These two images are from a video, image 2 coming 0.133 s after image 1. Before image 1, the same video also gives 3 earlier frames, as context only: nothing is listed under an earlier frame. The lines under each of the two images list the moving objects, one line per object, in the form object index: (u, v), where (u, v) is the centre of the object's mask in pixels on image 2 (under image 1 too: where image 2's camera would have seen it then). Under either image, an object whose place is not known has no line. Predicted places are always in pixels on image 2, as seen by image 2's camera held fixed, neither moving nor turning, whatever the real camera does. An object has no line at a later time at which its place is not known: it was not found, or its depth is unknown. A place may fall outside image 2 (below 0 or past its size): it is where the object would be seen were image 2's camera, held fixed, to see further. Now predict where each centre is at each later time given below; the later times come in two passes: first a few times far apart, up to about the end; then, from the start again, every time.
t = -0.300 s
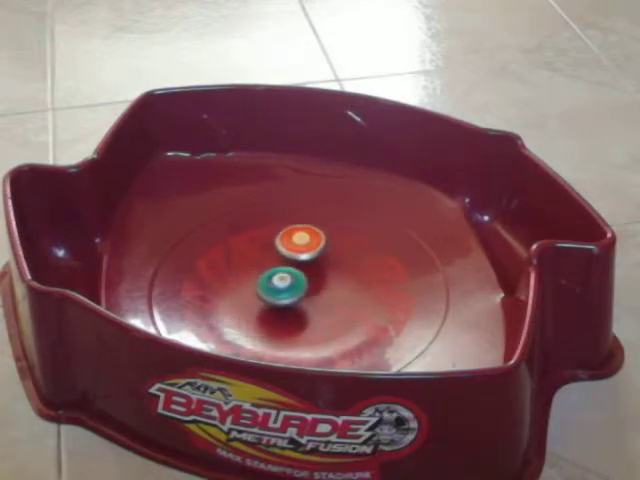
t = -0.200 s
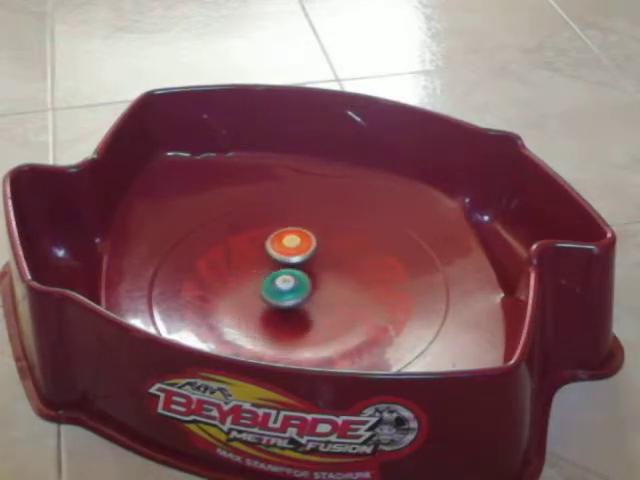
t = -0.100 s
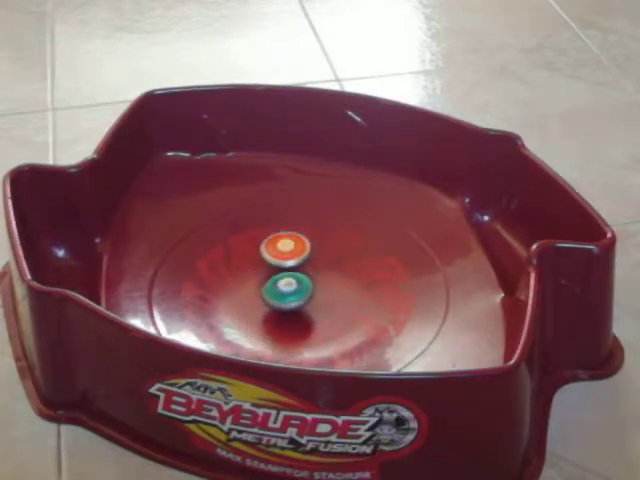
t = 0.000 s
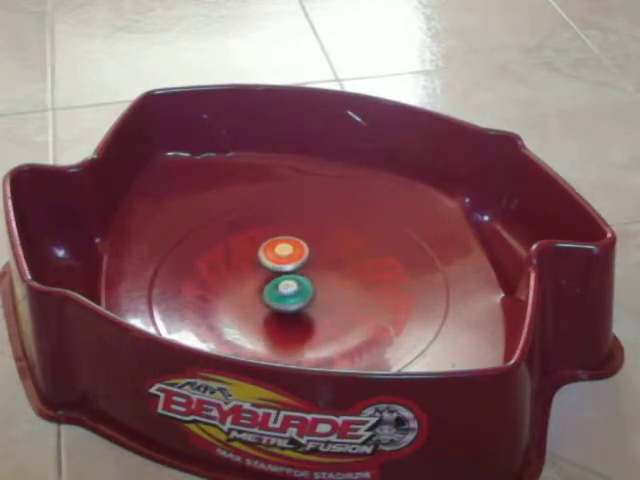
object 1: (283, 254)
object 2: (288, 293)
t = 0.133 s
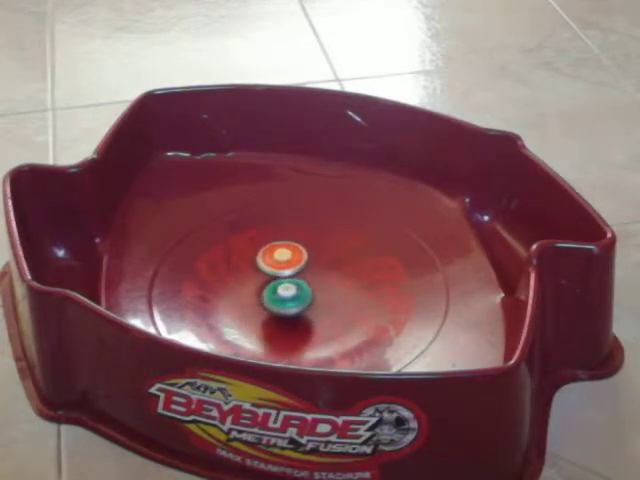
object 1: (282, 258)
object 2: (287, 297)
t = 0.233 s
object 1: (281, 257)
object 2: (282, 300)
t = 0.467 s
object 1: (278, 256)
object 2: (274, 302)
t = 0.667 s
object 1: (278, 256)
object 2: (270, 299)
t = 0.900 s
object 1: (282, 253)
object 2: (272, 295)
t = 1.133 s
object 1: (288, 249)
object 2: (278, 296)
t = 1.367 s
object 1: (293, 249)
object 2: (282, 296)
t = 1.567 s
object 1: (302, 253)
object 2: (284, 297)
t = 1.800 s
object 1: (314, 258)
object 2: (287, 298)
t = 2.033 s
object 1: (324, 266)
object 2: (290, 297)
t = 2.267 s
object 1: (344, 265)
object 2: (279, 298)
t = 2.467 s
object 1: (355, 266)
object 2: (276, 295)
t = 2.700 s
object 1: (354, 266)
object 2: (280, 288)
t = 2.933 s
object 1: (350, 272)
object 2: (292, 287)
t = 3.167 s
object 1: (350, 277)
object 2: (295, 291)
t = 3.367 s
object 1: (350, 279)
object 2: (290, 292)
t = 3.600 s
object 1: (345, 280)
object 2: (288, 291)
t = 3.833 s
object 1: (351, 279)
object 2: (281, 287)
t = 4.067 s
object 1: (367, 273)
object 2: (283, 285)
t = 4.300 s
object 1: (358, 261)
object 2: (287, 285)
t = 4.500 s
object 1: (343, 262)
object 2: (291, 286)
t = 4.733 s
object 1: (340, 263)
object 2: (288, 287)
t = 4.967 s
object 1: (339, 261)
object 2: (283, 284)
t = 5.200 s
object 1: (337, 258)
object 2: (290, 281)
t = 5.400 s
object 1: (335, 252)
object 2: (291, 281)
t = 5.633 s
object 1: (323, 249)
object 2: (288, 283)
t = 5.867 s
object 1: (320, 245)
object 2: (280, 281)
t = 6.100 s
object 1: (308, 247)
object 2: (282, 281)
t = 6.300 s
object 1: (314, 246)
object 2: (269, 284)
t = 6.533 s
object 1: (319, 256)
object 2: (270, 277)
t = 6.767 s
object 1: (323, 268)
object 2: (276, 263)
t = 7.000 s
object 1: (321, 281)
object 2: (260, 257)
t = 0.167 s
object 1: (282, 259)
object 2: (286, 298)
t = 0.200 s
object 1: (282, 259)
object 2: (284, 299)
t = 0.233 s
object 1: (281, 257)
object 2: (282, 300)
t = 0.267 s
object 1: (280, 257)
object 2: (281, 301)
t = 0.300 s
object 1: (280, 257)
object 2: (280, 301)
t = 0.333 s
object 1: (280, 256)
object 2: (279, 302)
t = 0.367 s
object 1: (279, 256)
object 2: (277, 303)
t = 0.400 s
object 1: (279, 256)
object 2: (276, 302)
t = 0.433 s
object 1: (279, 256)
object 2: (275, 303)
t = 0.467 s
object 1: (278, 256)
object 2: (274, 302)
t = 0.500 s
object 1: (278, 256)
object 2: (273, 302)
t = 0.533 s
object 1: (278, 256)
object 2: (272, 302)
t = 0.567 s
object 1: (278, 256)
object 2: (271, 301)
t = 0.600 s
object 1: (278, 256)
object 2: (271, 300)
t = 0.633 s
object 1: (278, 256)
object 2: (270, 300)
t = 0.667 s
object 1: (278, 256)
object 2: (270, 299)
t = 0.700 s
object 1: (278, 256)
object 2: (270, 298)
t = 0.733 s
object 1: (278, 256)
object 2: (270, 297)
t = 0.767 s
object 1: (278, 256)
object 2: (270, 295)
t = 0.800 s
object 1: (279, 256)
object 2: (271, 295)
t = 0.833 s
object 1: (279, 256)
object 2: (272, 294)
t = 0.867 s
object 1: (280, 254)
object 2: (272, 295)
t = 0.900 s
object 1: (282, 253)
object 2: (272, 295)
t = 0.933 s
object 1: (283, 253)
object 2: (273, 294)
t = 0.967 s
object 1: (284, 252)
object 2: (274, 295)
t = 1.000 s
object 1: (285, 251)
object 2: (274, 295)
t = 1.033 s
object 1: (286, 250)
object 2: (274, 295)
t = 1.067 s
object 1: (287, 250)
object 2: (276, 294)
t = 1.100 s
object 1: (287, 249)
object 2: (278, 296)
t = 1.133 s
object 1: (288, 249)
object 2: (278, 296)
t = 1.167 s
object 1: (288, 249)
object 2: (279, 295)
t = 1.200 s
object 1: (289, 249)
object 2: (280, 296)
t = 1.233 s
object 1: (290, 249)
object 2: (280, 296)
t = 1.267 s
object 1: (291, 249)
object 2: (281, 296)
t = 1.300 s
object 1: (292, 249)
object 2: (282, 296)
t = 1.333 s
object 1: (292, 249)
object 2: (281, 297)
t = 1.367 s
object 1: (293, 249)
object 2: (282, 296)
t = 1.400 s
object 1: (295, 250)
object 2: (283, 297)
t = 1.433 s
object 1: (296, 250)
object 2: (283, 297)
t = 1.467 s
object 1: (297, 251)
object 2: (283, 297)
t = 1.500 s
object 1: (299, 251)
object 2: (284, 298)
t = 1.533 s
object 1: (300, 252)
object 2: (284, 298)
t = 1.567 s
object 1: (302, 253)
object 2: (284, 297)
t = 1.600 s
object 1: (304, 253)
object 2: (285, 298)
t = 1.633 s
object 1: (306, 254)
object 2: (285, 298)
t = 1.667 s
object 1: (307, 255)
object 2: (286, 298)
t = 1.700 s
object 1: (309, 256)
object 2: (286, 298)
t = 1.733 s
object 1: (311, 257)
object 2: (286, 298)
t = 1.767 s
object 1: (312, 257)
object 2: (287, 297)
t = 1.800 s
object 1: (314, 258)
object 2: (287, 298)
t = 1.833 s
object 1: (316, 259)
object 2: (287, 297)
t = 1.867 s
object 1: (317, 260)
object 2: (288, 297)
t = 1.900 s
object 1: (319, 261)
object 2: (289, 297)
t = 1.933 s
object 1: (320, 262)
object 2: (289, 297)
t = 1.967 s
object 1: (321, 263)
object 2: (289, 296)
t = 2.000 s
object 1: (323, 265)
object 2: (290, 297)
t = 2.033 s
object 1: (324, 266)
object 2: (290, 297)
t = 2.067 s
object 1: (328, 265)
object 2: (288, 297)
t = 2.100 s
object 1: (332, 264)
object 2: (285, 298)
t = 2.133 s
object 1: (335, 264)
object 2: (284, 297)
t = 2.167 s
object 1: (337, 264)
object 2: (284, 298)
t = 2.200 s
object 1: (340, 265)
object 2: (283, 299)
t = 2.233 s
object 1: (342, 265)
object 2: (280, 299)
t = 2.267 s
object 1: (344, 265)
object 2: (279, 298)
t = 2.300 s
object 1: (347, 265)
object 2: (279, 297)
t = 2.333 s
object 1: (349, 266)
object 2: (278, 298)
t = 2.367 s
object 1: (351, 266)
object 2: (277, 298)
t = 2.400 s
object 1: (353, 266)
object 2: (276, 296)
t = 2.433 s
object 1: (354, 266)
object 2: (276, 295)
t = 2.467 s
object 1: (355, 266)
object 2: (276, 295)
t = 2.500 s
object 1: (356, 266)
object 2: (276, 294)
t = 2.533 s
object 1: (356, 266)
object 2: (276, 293)
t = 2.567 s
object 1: (356, 265)
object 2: (276, 292)
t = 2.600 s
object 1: (356, 265)
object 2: (276, 291)
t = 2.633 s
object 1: (356, 265)
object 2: (278, 290)
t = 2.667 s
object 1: (355, 265)
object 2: (278, 290)
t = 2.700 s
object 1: (354, 266)
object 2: (280, 288)
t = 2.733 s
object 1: (354, 266)
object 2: (281, 288)
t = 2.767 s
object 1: (353, 267)
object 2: (283, 288)
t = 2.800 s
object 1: (352, 267)
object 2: (284, 287)
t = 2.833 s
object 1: (352, 269)
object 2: (286, 287)
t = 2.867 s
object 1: (351, 270)
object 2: (288, 287)
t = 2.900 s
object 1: (350, 271)
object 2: (290, 287)
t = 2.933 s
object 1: (350, 272)
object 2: (292, 287)
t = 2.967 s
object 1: (349, 273)
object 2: (294, 288)
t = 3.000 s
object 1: (348, 273)
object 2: (295, 288)
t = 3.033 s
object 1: (348, 274)
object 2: (295, 288)
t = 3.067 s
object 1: (349, 275)
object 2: (295, 289)
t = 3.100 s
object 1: (350, 276)
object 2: (295, 289)
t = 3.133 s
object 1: (350, 276)
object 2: (295, 289)
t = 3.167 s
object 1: (350, 277)
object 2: (295, 291)
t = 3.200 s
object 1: (350, 277)
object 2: (294, 292)
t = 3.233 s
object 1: (350, 278)
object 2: (293, 292)
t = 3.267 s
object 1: (350, 278)
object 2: (293, 291)
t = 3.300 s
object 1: (350, 279)
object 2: (293, 293)
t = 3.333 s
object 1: (350, 279)
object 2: (291, 293)
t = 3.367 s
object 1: (350, 279)
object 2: (290, 292)
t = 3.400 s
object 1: (349, 279)
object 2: (291, 292)
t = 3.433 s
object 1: (349, 279)
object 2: (290, 293)
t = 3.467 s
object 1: (348, 280)
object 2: (289, 293)
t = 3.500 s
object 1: (347, 280)
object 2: (288, 292)
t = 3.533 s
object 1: (347, 280)
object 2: (288, 292)
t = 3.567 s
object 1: (346, 280)
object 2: (288, 291)
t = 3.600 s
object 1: (345, 280)
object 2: (288, 291)
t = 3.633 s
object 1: (345, 280)
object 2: (288, 291)
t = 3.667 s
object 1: (344, 280)
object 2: (288, 290)
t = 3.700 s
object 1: (343, 279)
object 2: (288, 289)
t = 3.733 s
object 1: (342, 279)
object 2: (289, 288)
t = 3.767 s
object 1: (341, 279)
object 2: (289, 288)
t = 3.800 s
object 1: (346, 279)
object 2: (285, 288)
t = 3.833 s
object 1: (351, 279)
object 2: (281, 287)
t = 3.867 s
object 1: (354, 279)
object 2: (279, 287)
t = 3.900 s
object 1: (357, 279)
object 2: (279, 286)
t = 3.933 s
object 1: (360, 279)
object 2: (280, 285)
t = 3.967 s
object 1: (363, 278)
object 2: (281, 286)
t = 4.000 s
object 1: (364, 277)
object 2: (281, 286)
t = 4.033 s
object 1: (366, 275)
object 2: (281, 285)
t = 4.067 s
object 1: (367, 273)
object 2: (283, 285)
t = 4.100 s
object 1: (367, 271)
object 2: (284, 285)
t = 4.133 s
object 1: (368, 269)
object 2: (284, 286)
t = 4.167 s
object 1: (367, 267)
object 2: (284, 285)
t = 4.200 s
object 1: (365, 266)
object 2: (285, 284)
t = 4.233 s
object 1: (363, 264)
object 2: (287, 285)
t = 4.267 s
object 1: (361, 263)
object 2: (287, 285)
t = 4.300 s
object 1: (358, 261)
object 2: (287, 285)
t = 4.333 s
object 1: (355, 261)
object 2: (287, 285)
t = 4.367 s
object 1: (352, 260)
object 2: (288, 285)
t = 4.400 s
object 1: (350, 260)
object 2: (289, 286)
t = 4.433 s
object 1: (348, 261)
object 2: (290, 286)
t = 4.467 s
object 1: (345, 261)
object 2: (291, 286)
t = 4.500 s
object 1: (343, 262)
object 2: (291, 286)
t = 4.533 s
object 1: (341, 262)
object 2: (292, 286)
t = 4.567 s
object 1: (339, 263)
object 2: (293, 287)
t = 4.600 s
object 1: (338, 264)
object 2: (294, 288)
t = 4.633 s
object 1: (339, 264)
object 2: (291, 288)
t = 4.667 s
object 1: (340, 263)
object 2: (288, 288)
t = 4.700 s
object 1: (340, 263)
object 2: (288, 288)
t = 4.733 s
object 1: (340, 263)
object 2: (288, 287)
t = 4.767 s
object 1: (339, 263)
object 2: (288, 287)
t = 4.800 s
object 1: (339, 262)
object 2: (287, 288)
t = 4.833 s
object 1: (339, 262)
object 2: (284, 287)
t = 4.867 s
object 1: (339, 261)
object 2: (283, 286)
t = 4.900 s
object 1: (339, 261)
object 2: (283, 284)
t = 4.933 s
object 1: (339, 261)
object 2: (283, 284)
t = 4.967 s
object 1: (339, 261)
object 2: (283, 284)
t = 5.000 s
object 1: (338, 260)
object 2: (283, 284)
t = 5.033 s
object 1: (338, 260)
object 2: (283, 283)
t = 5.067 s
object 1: (338, 260)
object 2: (284, 282)
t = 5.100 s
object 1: (338, 259)
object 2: (285, 281)
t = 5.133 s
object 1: (338, 259)
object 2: (286, 280)
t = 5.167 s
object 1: (338, 258)
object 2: (288, 281)
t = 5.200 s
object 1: (337, 258)
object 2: (290, 281)
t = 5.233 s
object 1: (336, 257)
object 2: (290, 281)
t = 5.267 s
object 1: (335, 257)
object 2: (291, 280)
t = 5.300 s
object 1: (336, 256)
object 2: (292, 281)
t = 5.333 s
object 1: (337, 254)
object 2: (292, 282)
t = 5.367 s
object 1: (336, 253)
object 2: (291, 282)
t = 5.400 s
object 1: (335, 252)
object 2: (291, 281)
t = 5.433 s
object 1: (334, 251)
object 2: (292, 282)
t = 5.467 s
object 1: (333, 251)
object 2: (291, 283)
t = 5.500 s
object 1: (331, 250)
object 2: (290, 284)
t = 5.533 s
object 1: (329, 250)
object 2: (289, 283)
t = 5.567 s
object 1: (327, 249)
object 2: (288, 283)
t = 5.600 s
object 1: (325, 249)
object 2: (288, 283)
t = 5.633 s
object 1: (323, 249)
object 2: (288, 283)
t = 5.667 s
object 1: (321, 249)
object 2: (287, 282)
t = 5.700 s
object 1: (319, 249)
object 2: (286, 282)
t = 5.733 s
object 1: (317, 250)
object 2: (286, 281)
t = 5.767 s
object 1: (317, 250)
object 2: (285, 280)
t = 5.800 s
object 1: (319, 247)
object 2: (282, 282)
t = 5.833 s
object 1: (320, 246)
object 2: (281, 282)
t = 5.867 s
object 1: (320, 245)
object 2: (280, 281)
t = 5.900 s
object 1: (318, 244)
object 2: (280, 280)
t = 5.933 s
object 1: (316, 244)
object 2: (282, 280)
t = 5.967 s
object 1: (315, 244)
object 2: (283, 280)
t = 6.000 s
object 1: (312, 245)
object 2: (283, 281)
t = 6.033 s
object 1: (310, 246)
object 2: (283, 282)
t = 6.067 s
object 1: (309, 246)
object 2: (283, 281)
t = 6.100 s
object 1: (308, 247)
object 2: (282, 281)
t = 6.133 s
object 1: (311, 246)
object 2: (280, 283)
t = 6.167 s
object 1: (314, 245)
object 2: (277, 284)
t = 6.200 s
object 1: (314, 245)
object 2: (273, 285)
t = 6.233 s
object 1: (314, 245)
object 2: (272, 286)
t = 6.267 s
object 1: (313, 245)
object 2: (271, 284)
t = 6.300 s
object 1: (314, 246)
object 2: (269, 284)
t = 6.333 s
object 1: (314, 247)
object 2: (269, 284)
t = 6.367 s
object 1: (314, 249)
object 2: (269, 283)
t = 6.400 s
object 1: (314, 250)
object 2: (269, 282)
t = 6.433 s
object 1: (315, 251)
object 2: (269, 281)
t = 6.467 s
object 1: (316, 253)
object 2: (270, 279)
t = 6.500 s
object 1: (317, 254)
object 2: (270, 279)
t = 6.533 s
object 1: (319, 256)
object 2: (270, 277)
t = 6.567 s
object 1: (320, 258)
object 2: (270, 275)
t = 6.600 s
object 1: (321, 260)
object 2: (271, 274)
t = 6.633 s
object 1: (321, 261)
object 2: (272, 272)
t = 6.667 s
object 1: (322, 263)
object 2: (273, 271)
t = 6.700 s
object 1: (322, 265)
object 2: (274, 269)
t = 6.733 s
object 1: (323, 267)
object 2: (276, 266)
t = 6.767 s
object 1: (323, 268)
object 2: (276, 263)
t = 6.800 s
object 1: (323, 270)
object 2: (274, 261)
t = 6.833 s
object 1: (323, 272)
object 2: (273, 259)
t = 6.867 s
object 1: (323, 274)
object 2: (270, 258)
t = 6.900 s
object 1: (323, 276)
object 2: (267, 257)
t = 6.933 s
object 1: (323, 277)
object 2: (264, 256)
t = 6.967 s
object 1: (322, 279)
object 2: (262, 256)
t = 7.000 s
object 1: (321, 281)
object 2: (260, 257)
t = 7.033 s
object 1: (320, 282)
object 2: (258, 257)
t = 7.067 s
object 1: (318, 284)
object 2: (257, 257)
